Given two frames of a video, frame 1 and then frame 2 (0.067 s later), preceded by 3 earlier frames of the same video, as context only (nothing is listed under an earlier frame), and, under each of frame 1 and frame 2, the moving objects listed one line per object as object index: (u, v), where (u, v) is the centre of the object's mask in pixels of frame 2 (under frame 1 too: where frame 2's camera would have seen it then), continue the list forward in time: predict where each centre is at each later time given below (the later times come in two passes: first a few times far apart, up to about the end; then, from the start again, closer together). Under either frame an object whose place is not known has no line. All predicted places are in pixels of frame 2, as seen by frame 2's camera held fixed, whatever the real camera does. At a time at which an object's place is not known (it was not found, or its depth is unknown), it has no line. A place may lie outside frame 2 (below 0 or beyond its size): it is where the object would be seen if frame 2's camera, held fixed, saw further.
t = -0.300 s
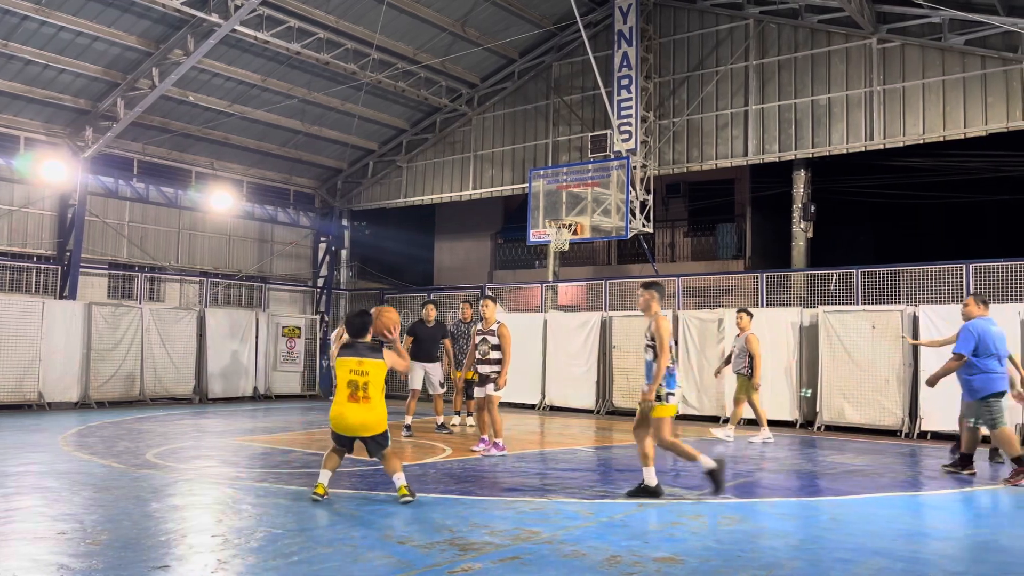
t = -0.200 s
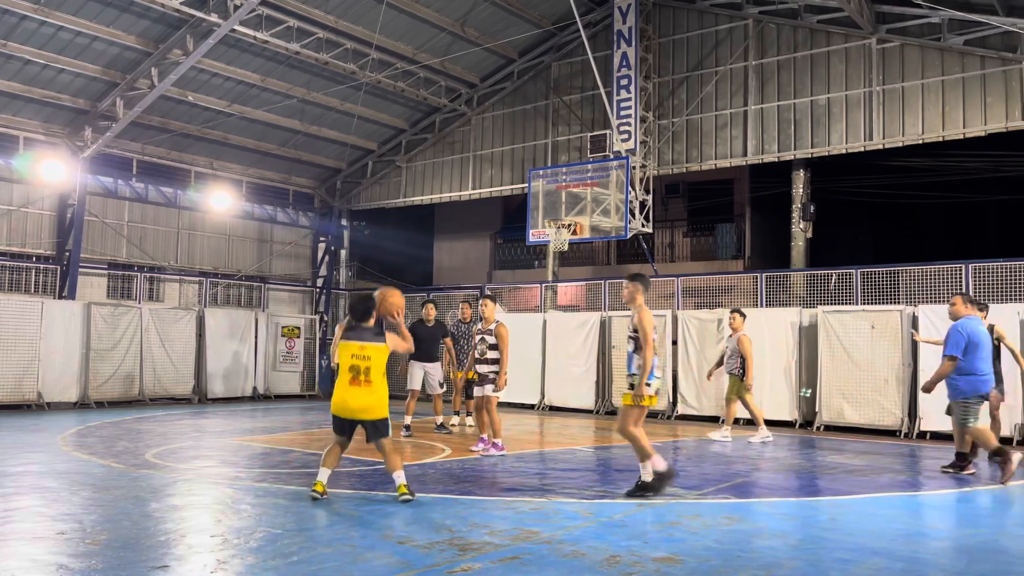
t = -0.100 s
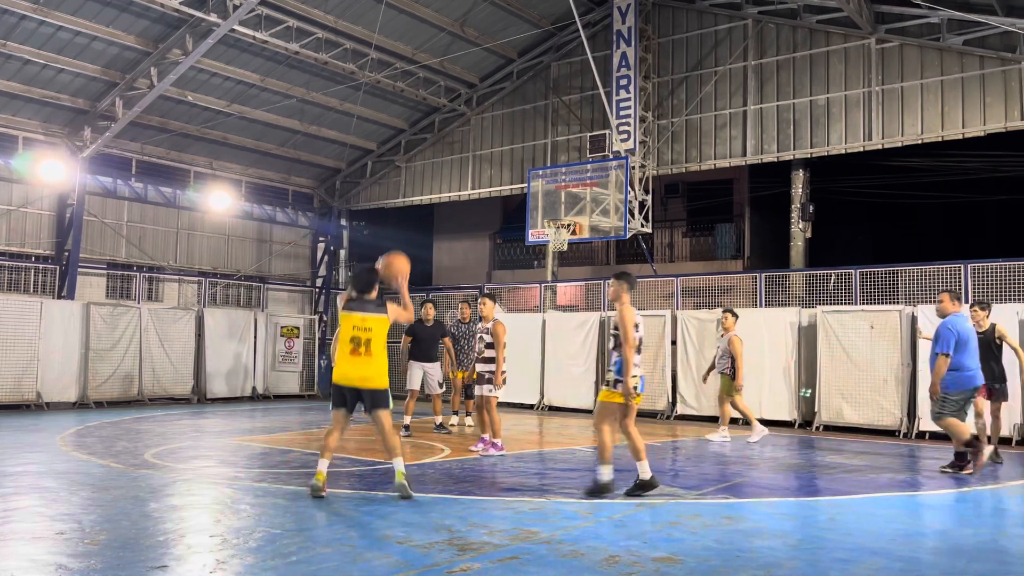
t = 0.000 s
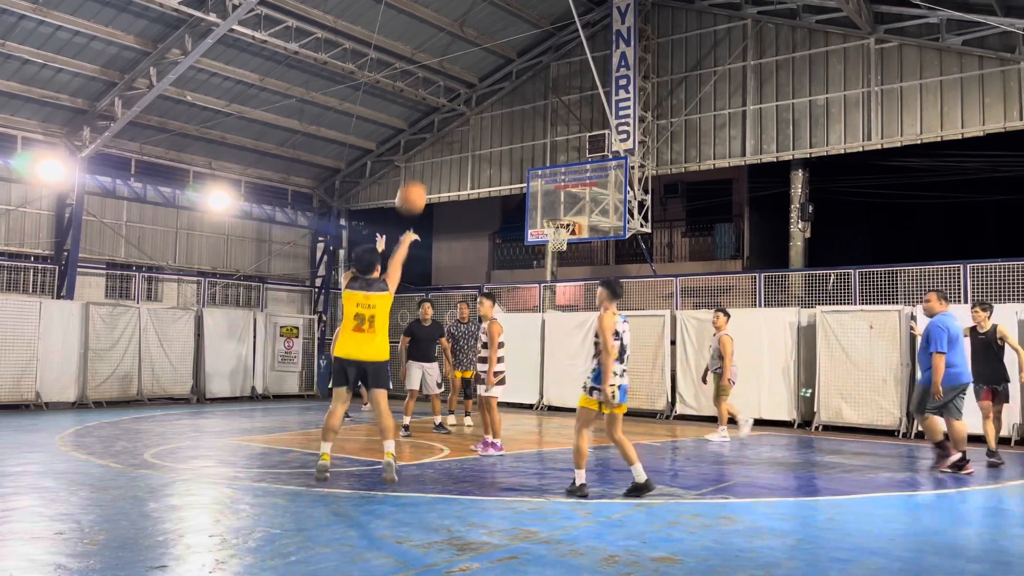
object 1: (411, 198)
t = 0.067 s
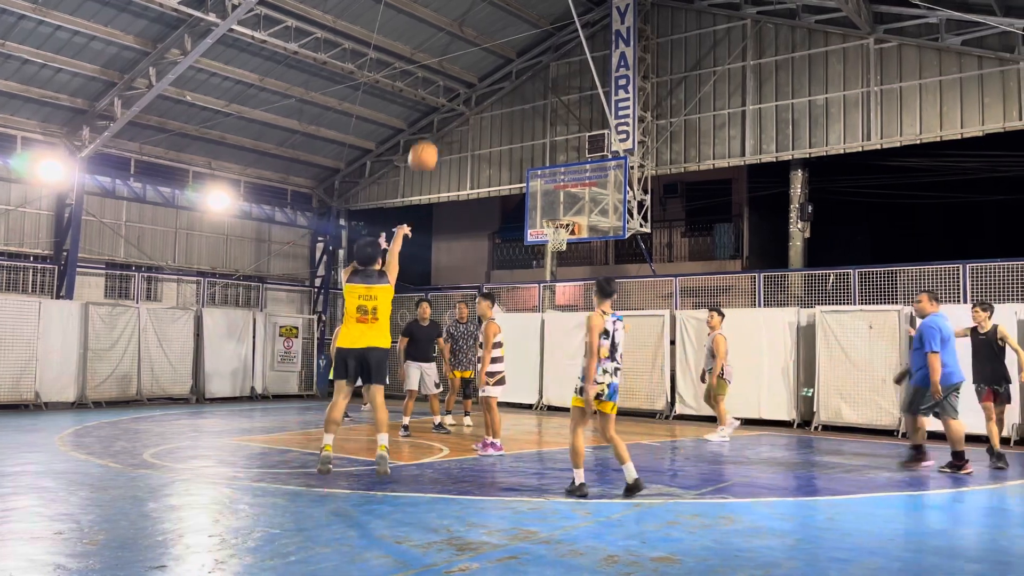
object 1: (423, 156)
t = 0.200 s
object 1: (444, 98)
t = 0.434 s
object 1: (472, 55)
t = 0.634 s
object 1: (490, 60)
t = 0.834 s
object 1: (504, 94)
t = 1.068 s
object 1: (518, 161)
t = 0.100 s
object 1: (429, 139)
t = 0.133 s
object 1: (434, 124)
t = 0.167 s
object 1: (439, 111)
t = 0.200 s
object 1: (444, 98)
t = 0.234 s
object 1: (448, 90)
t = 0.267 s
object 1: (453, 80)
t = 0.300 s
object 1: (457, 73)
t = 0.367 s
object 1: (465, 62)
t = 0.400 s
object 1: (469, 58)
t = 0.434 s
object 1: (472, 55)
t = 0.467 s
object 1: (475, 54)
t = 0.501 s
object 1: (478, 54)
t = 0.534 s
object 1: (482, 54)
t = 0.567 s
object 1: (484, 55)
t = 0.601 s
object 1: (487, 57)
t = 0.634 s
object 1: (490, 60)
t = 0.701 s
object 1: (495, 69)
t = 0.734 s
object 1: (498, 75)
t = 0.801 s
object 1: (502, 87)
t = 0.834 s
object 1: (504, 94)
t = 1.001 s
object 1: (514, 138)
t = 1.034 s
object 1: (516, 149)
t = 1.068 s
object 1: (518, 161)
